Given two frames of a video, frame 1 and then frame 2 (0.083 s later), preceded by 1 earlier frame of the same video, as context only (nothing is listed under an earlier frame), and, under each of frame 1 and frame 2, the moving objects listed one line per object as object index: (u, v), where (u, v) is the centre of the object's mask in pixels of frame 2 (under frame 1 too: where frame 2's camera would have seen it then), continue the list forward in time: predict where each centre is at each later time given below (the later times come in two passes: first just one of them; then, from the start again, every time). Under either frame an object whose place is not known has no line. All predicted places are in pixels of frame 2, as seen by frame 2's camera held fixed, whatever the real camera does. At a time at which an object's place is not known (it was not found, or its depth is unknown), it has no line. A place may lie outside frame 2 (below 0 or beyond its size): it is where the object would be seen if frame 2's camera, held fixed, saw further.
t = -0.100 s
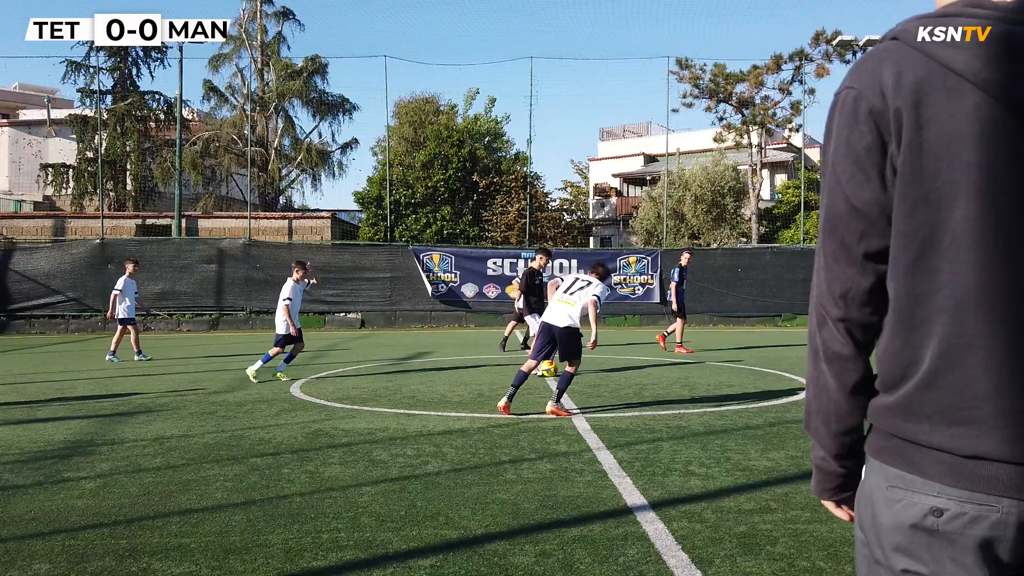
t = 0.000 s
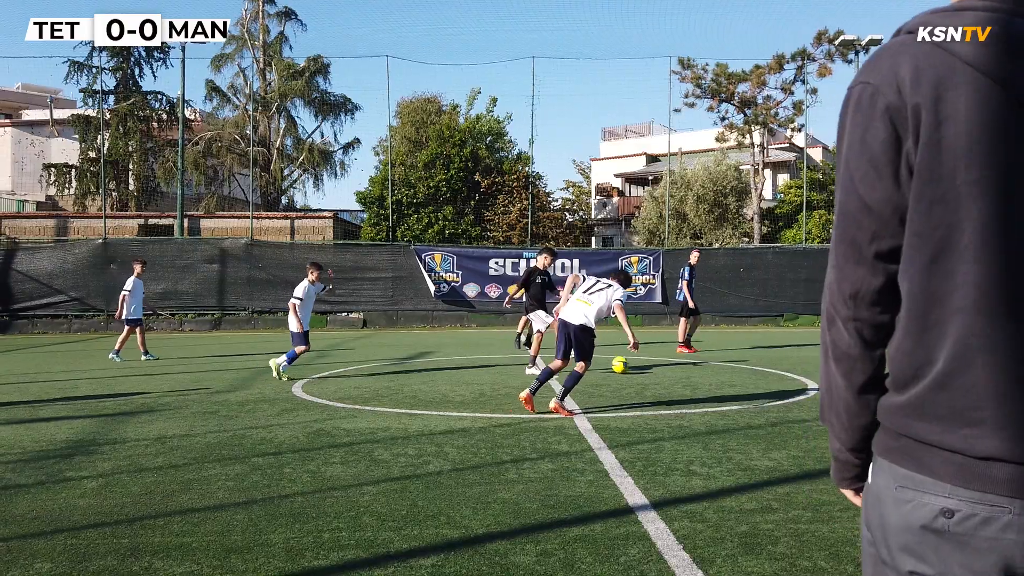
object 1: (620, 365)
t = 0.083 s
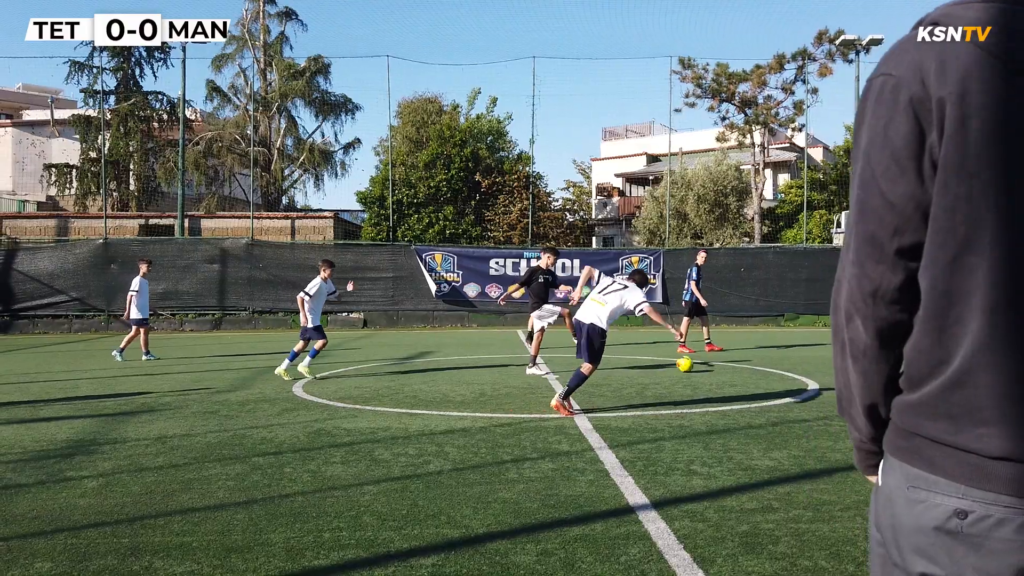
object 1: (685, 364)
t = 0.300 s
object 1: (824, 360)
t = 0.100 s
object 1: (697, 364)
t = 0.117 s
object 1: (708, 363)
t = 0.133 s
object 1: (720, 363)
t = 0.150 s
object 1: (732, 363)
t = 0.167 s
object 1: (742, 362)
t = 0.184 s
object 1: (753, 362)
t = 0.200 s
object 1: (764, 361)
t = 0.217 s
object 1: (774, 361)
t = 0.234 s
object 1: (785, 361)
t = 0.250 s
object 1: (795, 361)
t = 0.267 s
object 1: (805, 360)
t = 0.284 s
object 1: (815, 360)
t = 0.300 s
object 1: (824, 360)
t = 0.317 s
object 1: (834, 360)
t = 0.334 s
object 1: (843, 360)
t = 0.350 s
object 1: (852, 359)
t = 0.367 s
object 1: (861, 358)
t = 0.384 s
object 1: (869, 358)
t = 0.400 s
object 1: (877, 357)
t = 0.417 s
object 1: (886, 357)
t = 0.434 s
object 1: (894, 357)
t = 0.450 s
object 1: (902, 358)
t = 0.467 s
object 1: (910, 357)
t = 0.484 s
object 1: (917, 357)
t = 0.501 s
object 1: (925, 357)
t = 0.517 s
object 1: (932, 356)
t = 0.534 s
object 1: (940, 356)
